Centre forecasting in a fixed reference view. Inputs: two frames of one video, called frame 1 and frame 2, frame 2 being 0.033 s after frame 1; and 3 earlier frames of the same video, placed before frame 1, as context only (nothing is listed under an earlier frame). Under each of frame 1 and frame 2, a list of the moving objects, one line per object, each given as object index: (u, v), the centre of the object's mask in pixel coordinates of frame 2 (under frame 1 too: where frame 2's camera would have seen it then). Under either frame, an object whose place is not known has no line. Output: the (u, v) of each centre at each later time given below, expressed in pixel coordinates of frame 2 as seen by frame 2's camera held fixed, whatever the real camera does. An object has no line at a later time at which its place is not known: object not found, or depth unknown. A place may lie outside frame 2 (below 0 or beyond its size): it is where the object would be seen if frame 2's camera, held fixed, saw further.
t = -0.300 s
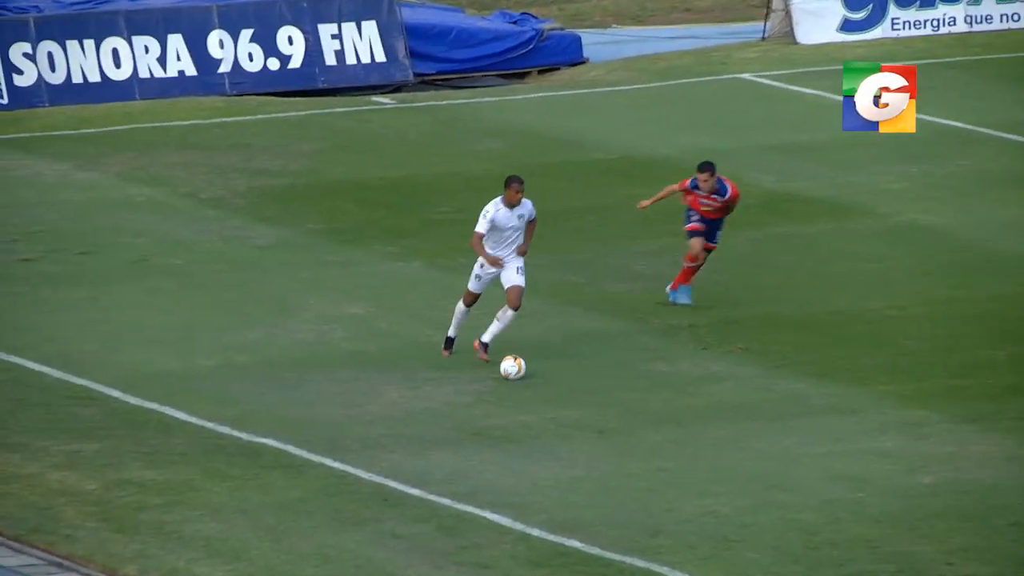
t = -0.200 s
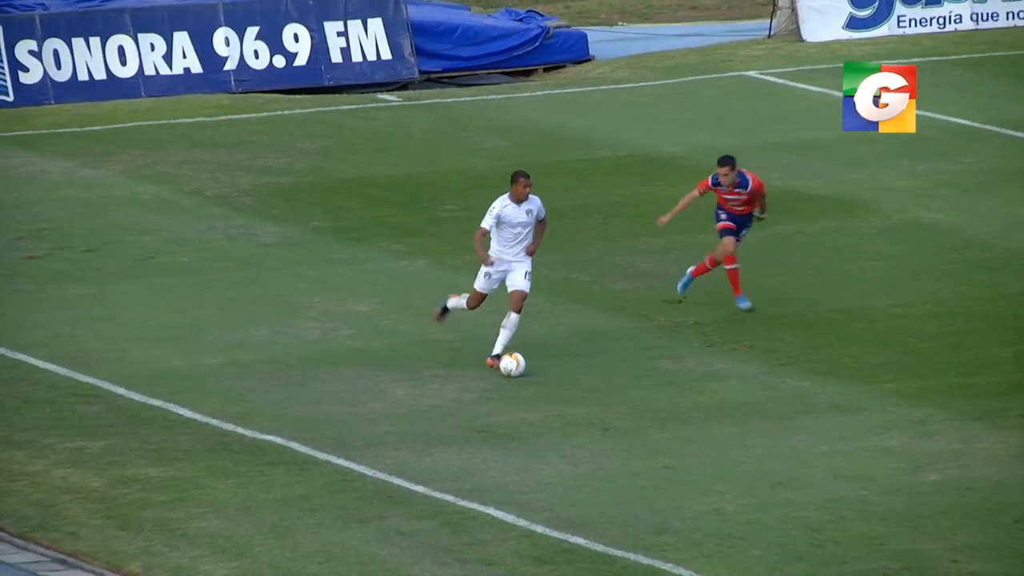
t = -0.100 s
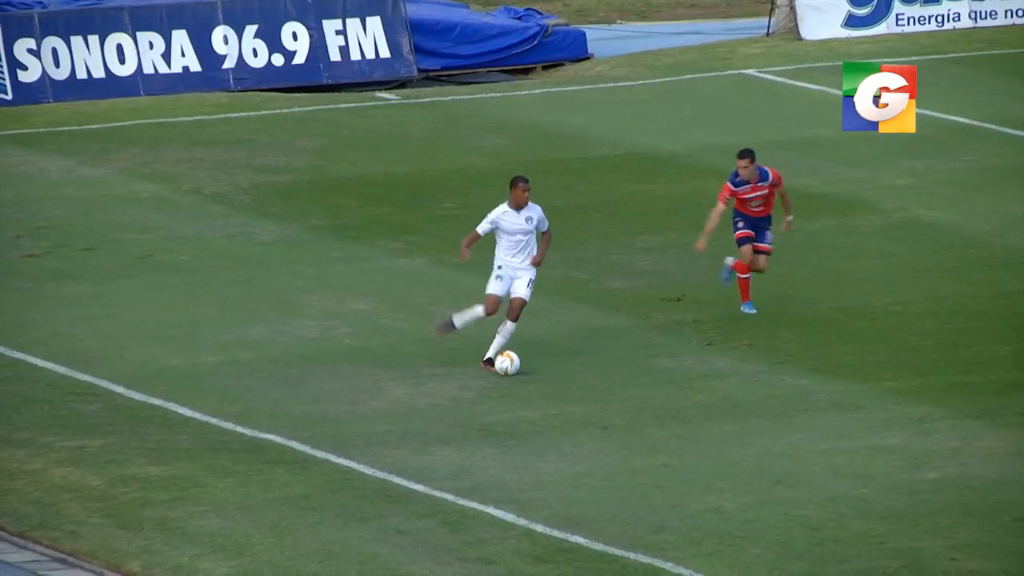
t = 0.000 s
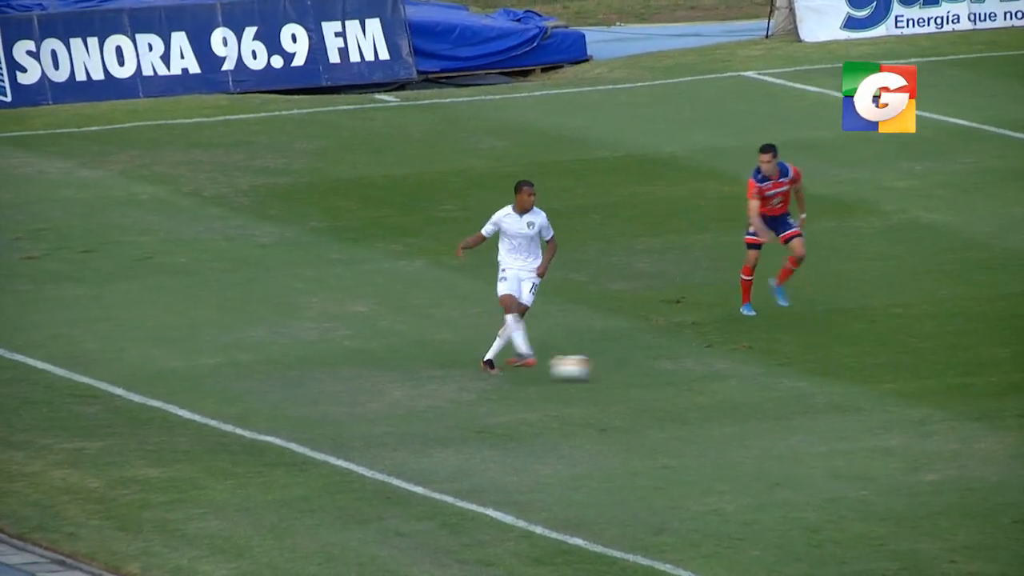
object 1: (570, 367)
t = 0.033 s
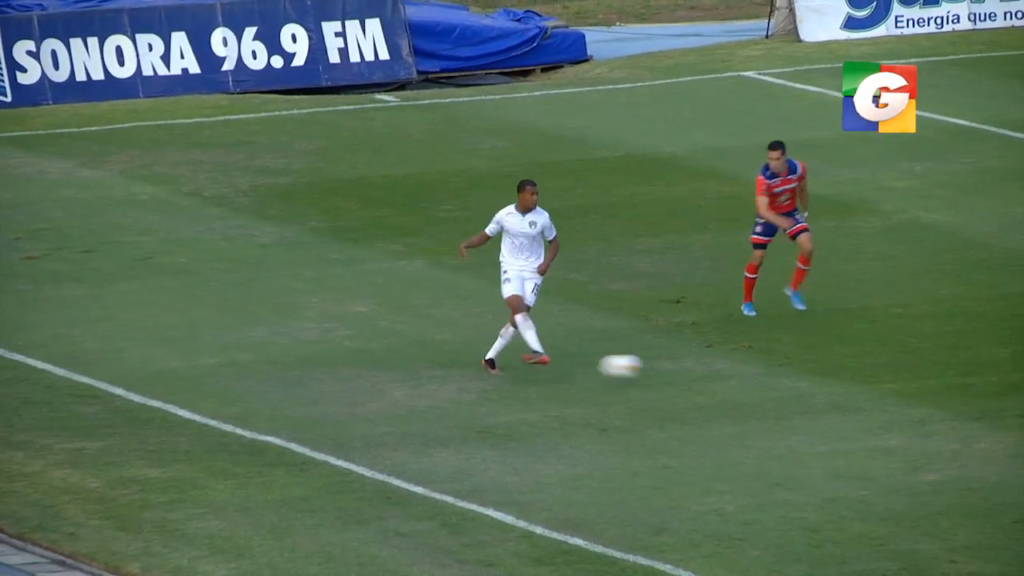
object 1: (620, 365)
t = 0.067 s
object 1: (670, 367)
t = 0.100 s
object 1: (721, 369)
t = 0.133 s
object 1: (773, 372)
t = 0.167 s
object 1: (826, 378)
